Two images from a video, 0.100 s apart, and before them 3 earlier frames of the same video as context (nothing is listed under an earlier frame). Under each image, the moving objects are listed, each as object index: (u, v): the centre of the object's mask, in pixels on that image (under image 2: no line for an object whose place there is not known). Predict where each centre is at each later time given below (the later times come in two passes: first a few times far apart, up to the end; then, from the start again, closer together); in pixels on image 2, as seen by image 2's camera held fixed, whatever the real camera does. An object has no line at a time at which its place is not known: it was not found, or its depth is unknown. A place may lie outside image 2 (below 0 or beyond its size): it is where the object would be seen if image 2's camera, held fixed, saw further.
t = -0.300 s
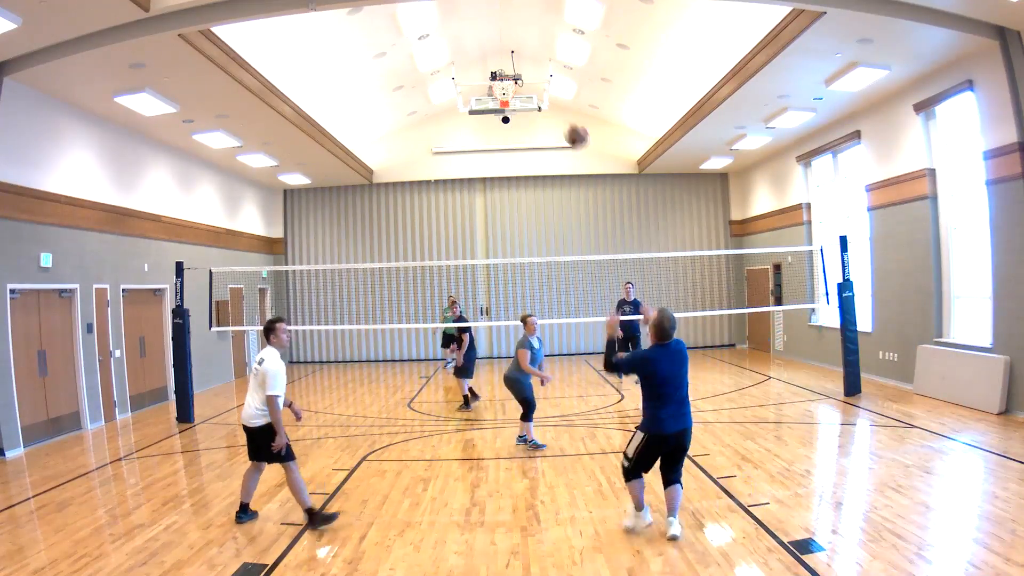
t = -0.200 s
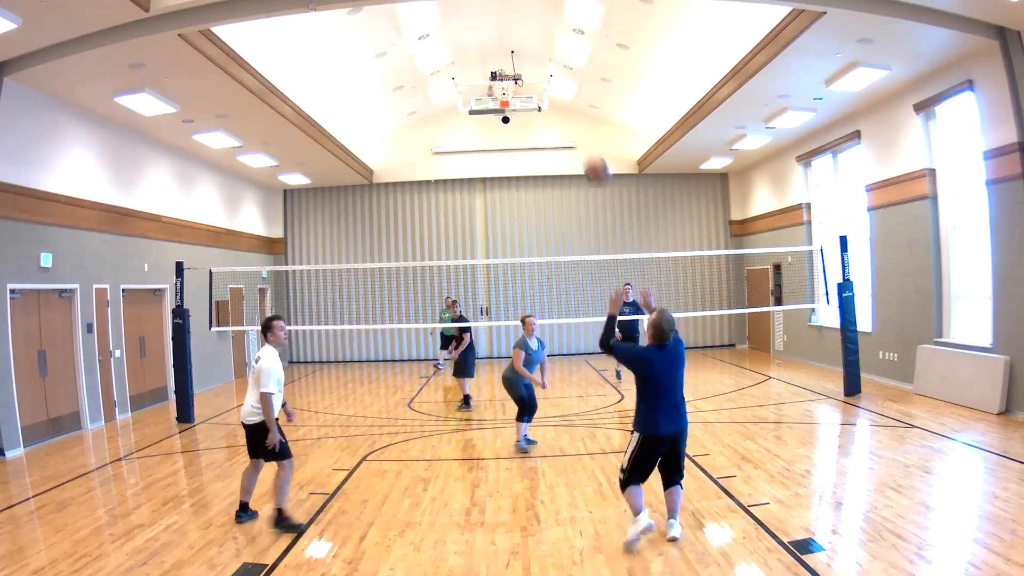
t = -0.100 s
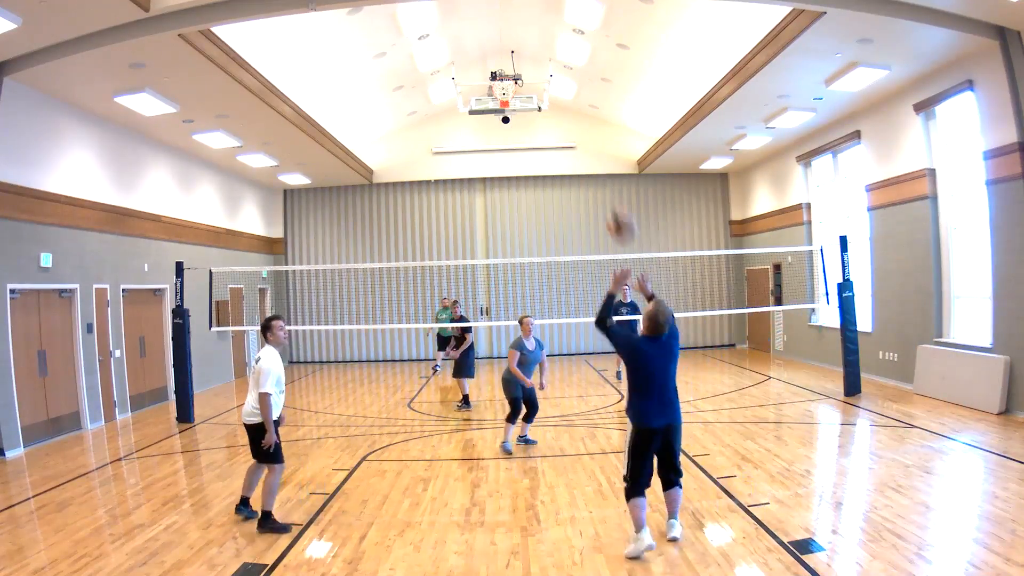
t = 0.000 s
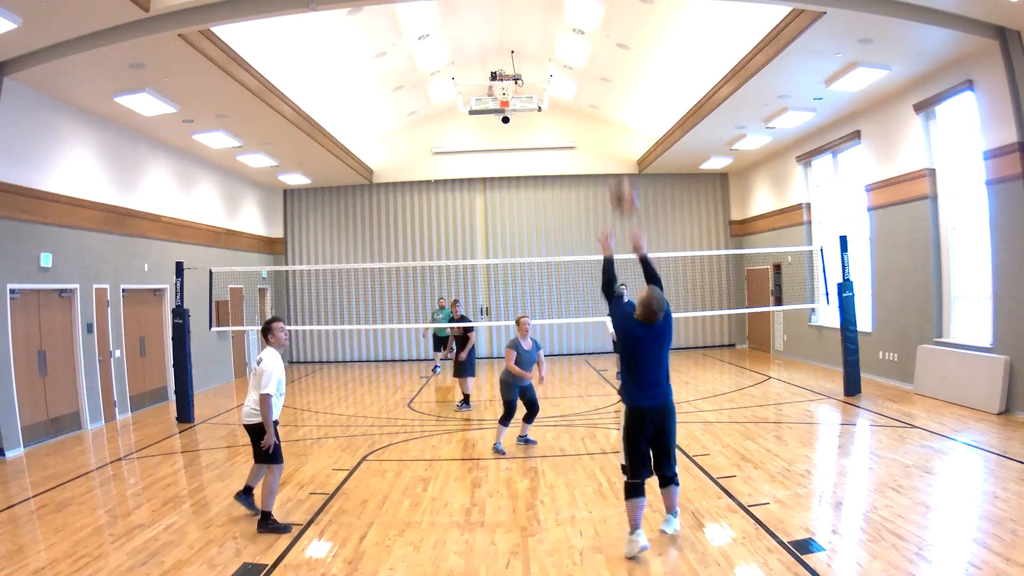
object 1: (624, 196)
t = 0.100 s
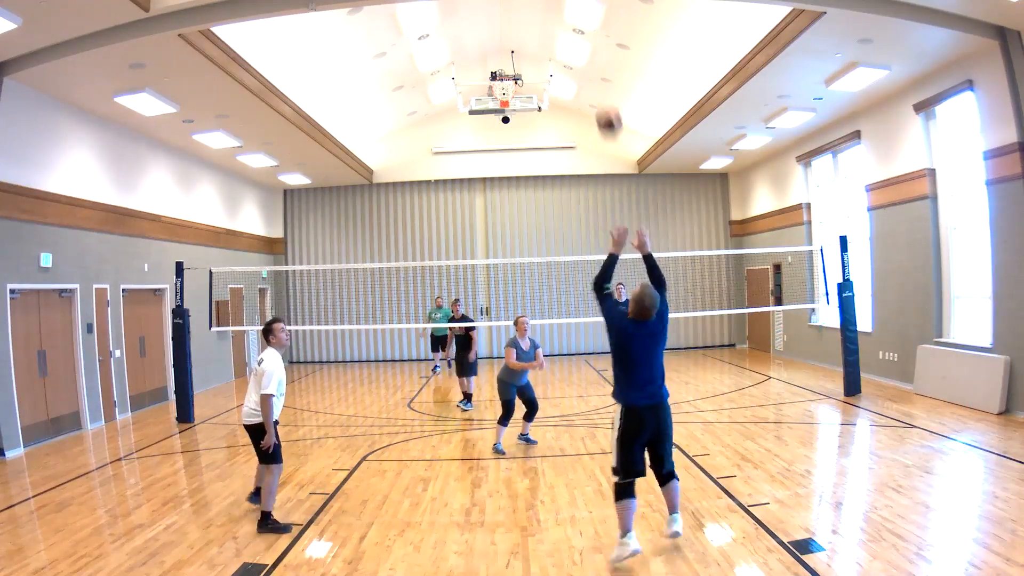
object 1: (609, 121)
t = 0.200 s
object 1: (598, 71)
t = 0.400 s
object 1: (581, 19)
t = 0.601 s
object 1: (570, 11)
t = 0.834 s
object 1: (563, 42)
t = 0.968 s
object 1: (562, 75)
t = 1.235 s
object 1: (556, 187)
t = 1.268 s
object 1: (557, 203)
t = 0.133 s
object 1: (605, 102)
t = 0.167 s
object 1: (601, 86)
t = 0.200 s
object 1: (598, 71)
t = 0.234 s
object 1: (595, 60)
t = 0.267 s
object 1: (592, 47)
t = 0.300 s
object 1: (588, 38)
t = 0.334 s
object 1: (586, 32)
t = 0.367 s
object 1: (584, 26)
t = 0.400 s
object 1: (581, 19)
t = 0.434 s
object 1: (579, 15)
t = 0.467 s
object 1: (576, 12)
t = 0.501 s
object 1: (574, 10)
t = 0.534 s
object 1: (573, 9)
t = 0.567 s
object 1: (571, 9)
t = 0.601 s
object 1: (570, 11)
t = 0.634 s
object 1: (569, 13)
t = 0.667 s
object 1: (568, 16)
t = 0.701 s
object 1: (566, 20)
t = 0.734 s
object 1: (566, 25)
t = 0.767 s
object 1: (565, 30)
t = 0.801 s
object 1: (564, 35)
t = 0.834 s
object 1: (563, 42)
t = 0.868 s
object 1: (561, 52)
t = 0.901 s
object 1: (562, 61)
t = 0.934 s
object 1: (562, 68)
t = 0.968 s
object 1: (562, 75)
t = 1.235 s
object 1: (556, 187)
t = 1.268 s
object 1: (557, 203)
